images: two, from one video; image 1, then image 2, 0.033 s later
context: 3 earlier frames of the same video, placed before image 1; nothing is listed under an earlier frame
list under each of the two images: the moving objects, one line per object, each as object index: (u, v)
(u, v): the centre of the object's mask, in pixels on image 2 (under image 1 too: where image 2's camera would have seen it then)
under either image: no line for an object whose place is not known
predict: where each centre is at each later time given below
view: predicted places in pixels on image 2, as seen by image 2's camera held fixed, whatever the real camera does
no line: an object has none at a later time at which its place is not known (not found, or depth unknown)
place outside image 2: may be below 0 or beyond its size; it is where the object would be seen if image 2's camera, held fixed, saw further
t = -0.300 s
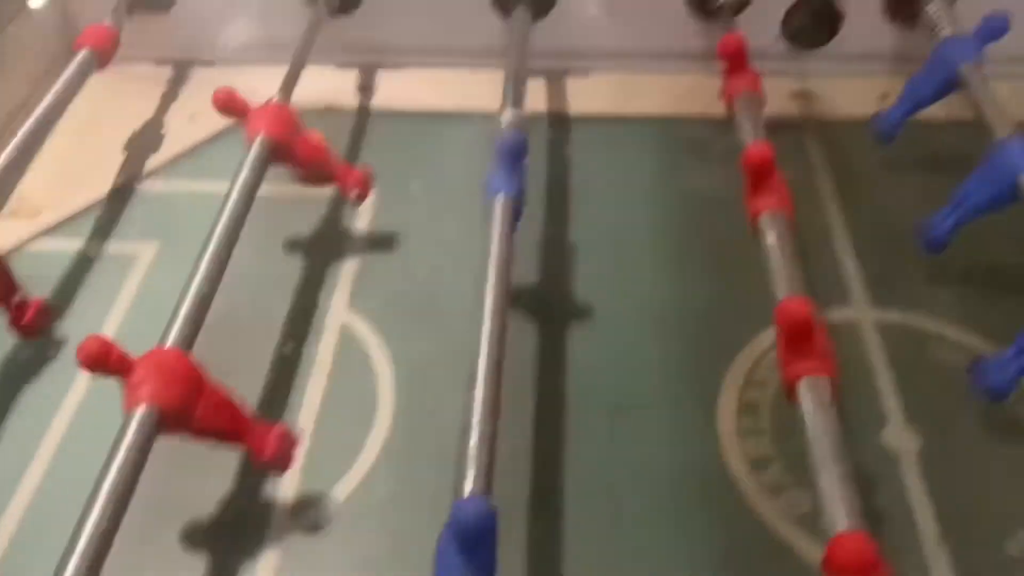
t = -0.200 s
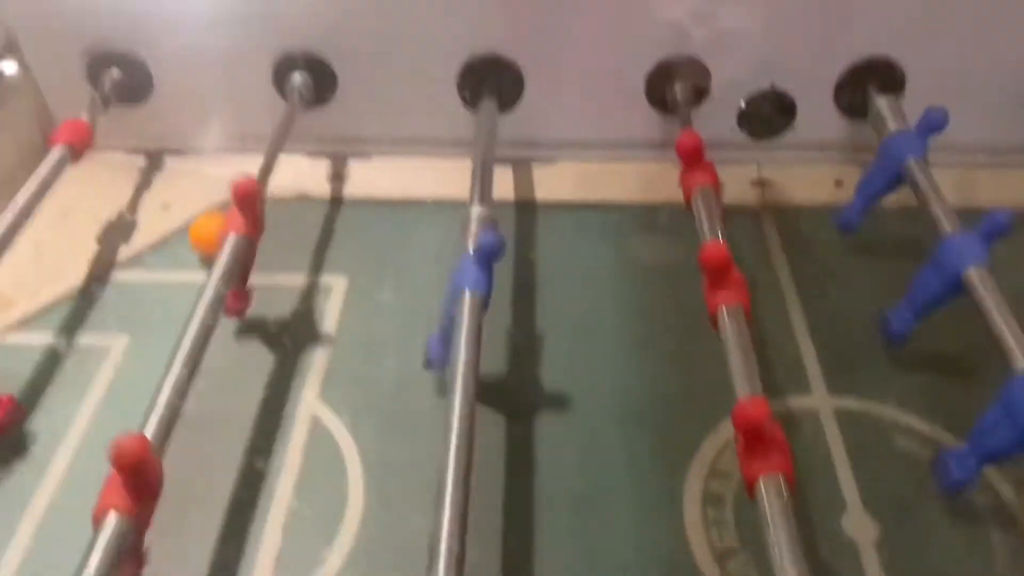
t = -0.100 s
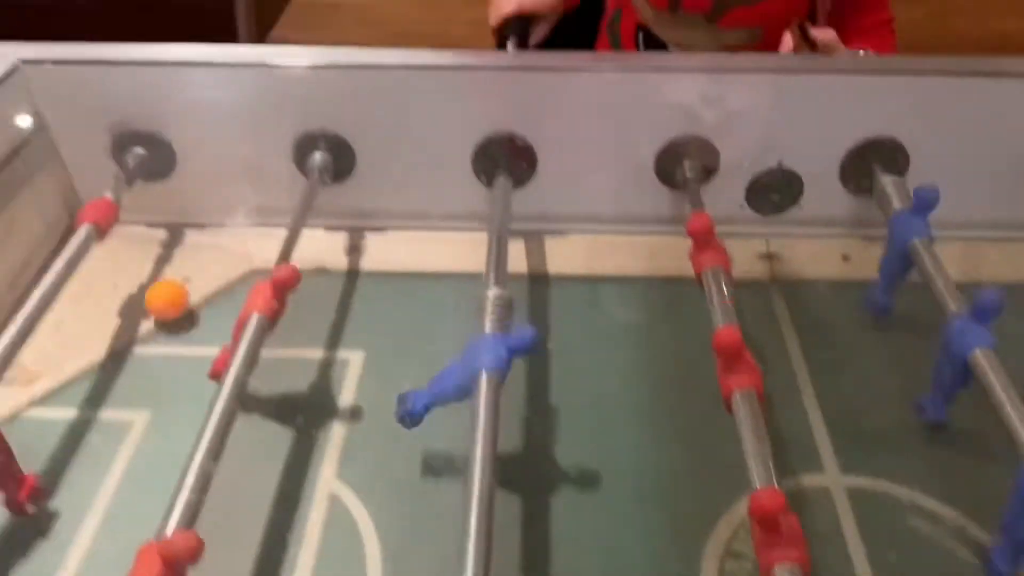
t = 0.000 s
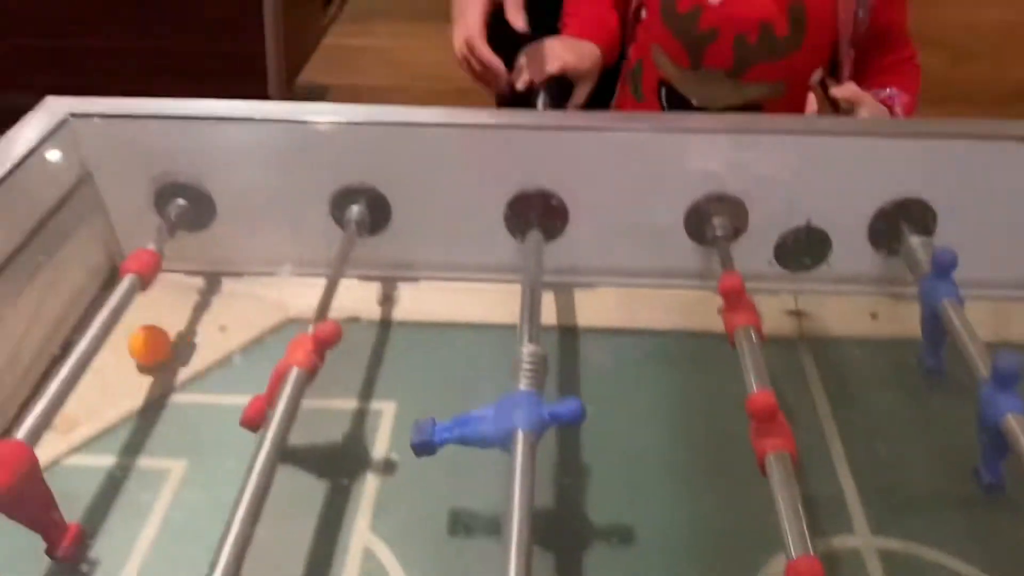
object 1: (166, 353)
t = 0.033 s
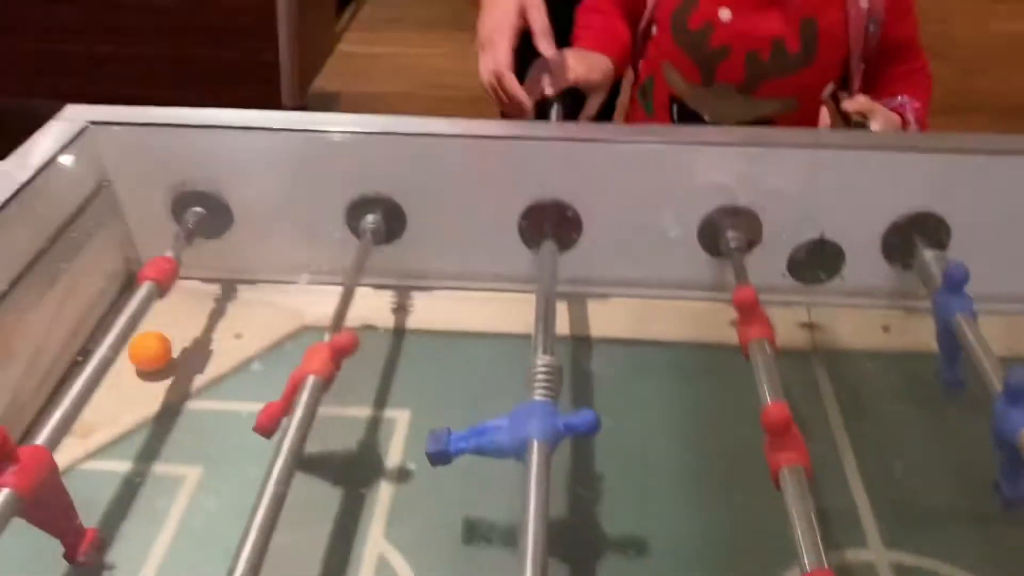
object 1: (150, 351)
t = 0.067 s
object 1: (138, 354)
